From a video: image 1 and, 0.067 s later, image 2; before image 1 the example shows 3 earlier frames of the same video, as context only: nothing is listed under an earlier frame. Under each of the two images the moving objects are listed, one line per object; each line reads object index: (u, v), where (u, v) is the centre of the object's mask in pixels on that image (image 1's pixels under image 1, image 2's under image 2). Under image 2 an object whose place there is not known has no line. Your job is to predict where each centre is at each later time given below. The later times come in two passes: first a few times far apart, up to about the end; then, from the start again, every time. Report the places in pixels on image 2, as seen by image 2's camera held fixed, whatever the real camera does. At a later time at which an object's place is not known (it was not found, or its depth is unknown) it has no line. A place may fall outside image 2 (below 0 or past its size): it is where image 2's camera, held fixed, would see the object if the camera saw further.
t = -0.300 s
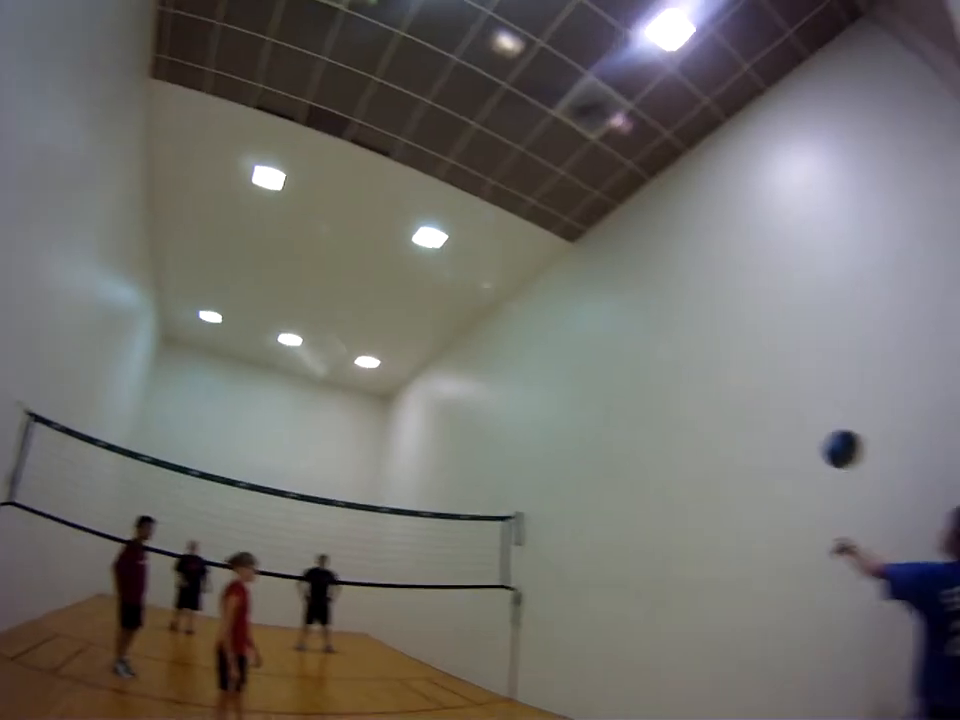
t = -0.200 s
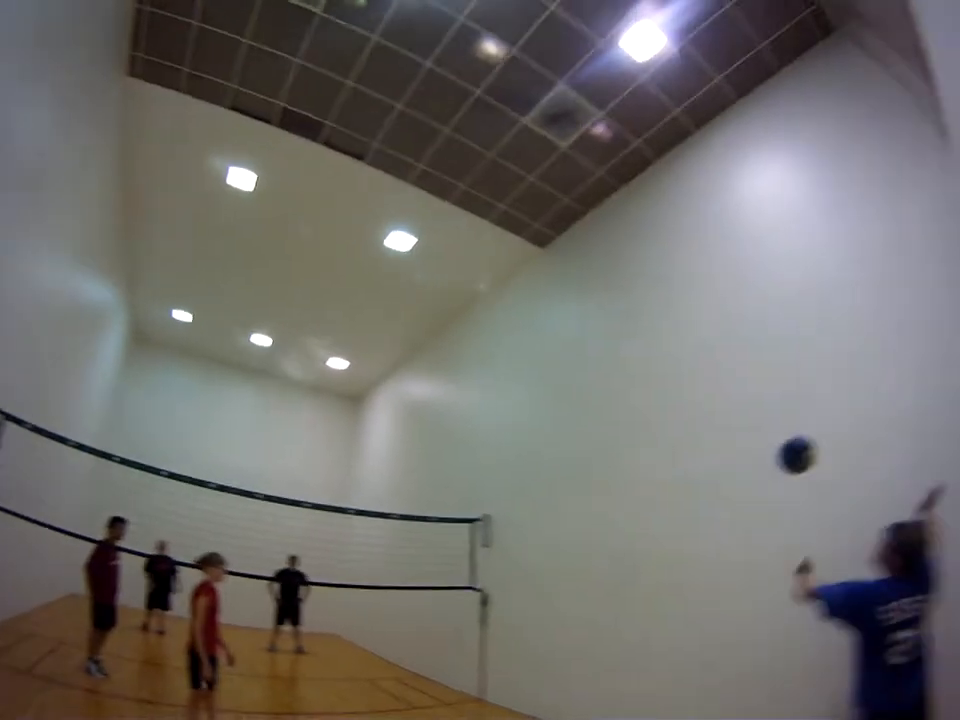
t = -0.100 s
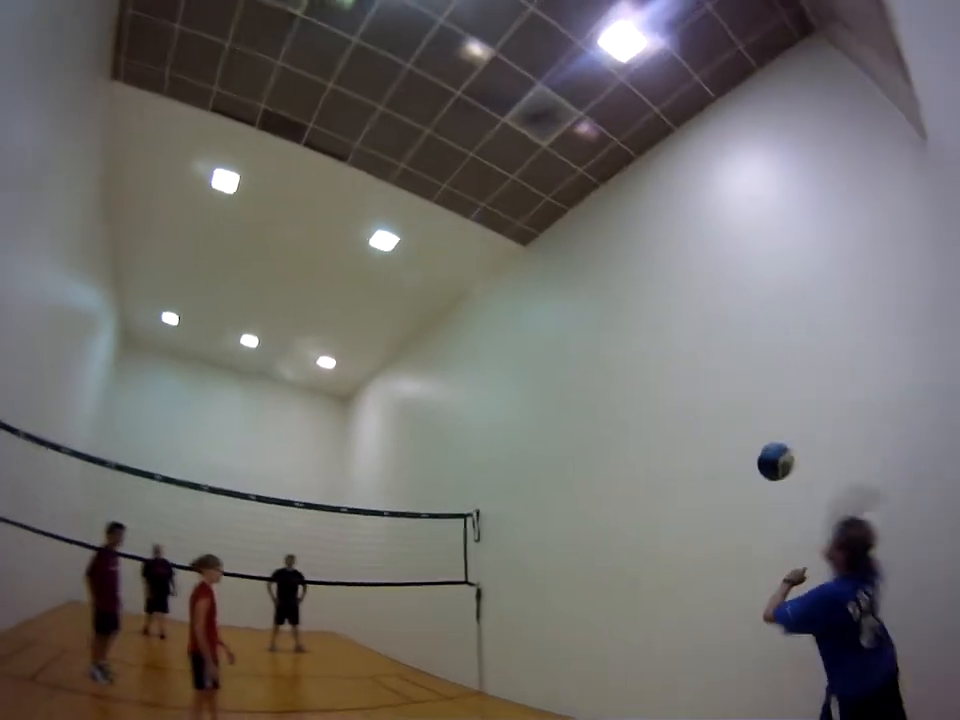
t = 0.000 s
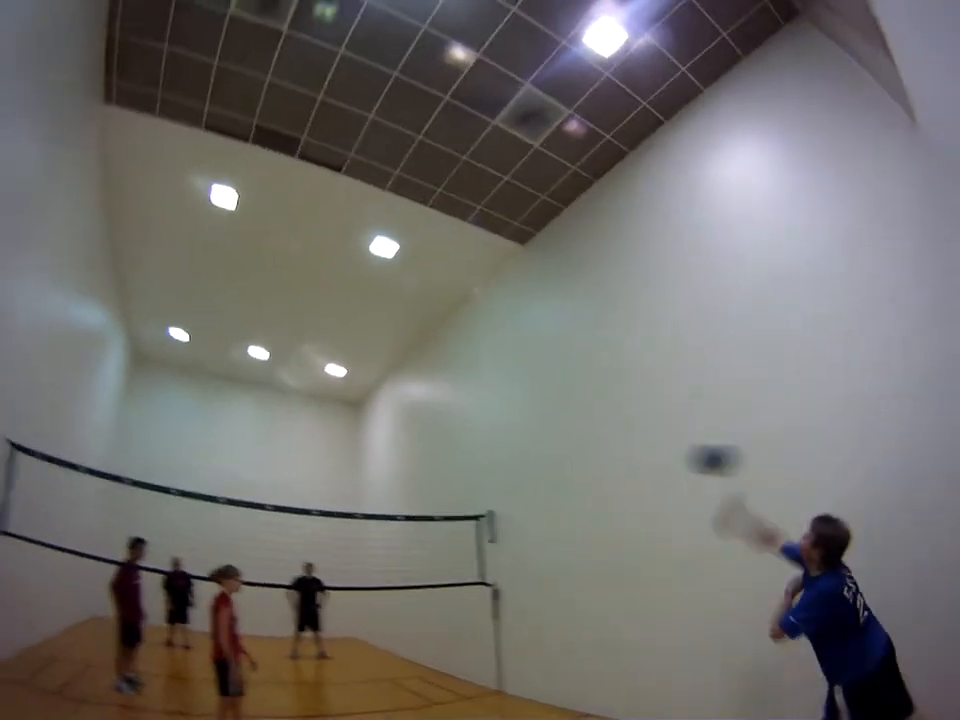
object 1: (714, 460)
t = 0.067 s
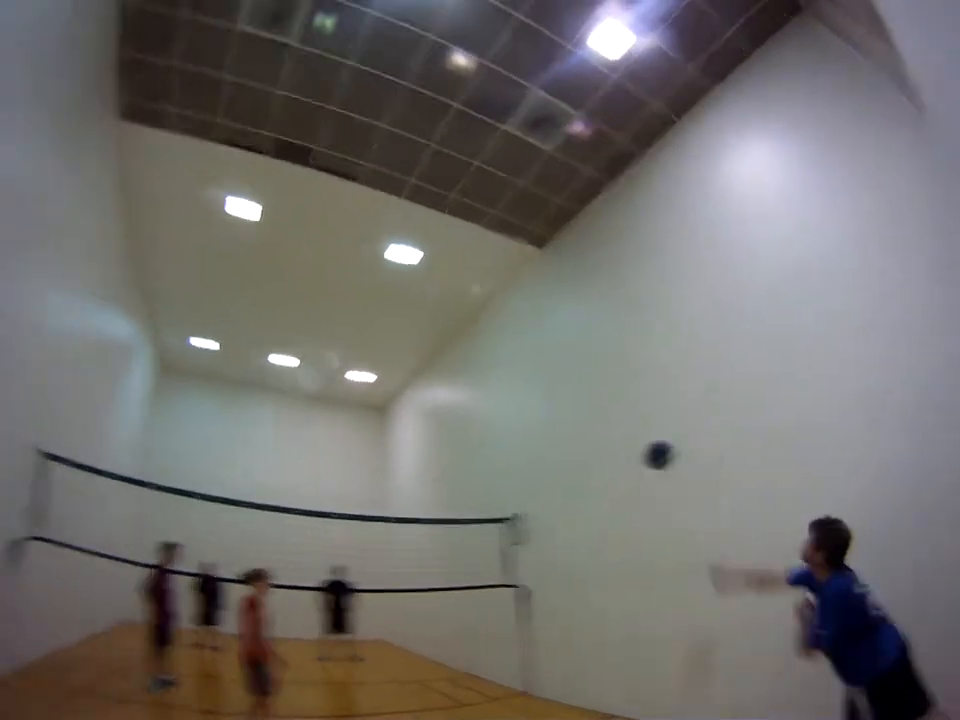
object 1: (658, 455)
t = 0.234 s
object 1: (544, 466)
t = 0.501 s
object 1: (449, 506)
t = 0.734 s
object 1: (403, 553)
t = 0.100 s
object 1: (627, 458)
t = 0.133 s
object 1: (602, 461)
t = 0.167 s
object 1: (580, 461)
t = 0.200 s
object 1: (562, 463)
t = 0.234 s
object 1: (544, 466)
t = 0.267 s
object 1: (528, 469)
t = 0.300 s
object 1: (515, 473)
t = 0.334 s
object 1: (501, 478)
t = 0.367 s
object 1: (488, 482)
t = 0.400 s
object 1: (477, 488)
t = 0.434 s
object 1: (467, 494)
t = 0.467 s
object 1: (457, 499)
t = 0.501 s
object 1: (449, 506)
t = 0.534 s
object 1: (442, 512)
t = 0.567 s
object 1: (435, 519)
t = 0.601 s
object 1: (428, 524)
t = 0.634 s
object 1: (420, 531)
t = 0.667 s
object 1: (415, 538)
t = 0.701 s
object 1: (408, 545)
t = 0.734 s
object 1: (403, 553)
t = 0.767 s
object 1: (398, 560)
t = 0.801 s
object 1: (393, 568)
